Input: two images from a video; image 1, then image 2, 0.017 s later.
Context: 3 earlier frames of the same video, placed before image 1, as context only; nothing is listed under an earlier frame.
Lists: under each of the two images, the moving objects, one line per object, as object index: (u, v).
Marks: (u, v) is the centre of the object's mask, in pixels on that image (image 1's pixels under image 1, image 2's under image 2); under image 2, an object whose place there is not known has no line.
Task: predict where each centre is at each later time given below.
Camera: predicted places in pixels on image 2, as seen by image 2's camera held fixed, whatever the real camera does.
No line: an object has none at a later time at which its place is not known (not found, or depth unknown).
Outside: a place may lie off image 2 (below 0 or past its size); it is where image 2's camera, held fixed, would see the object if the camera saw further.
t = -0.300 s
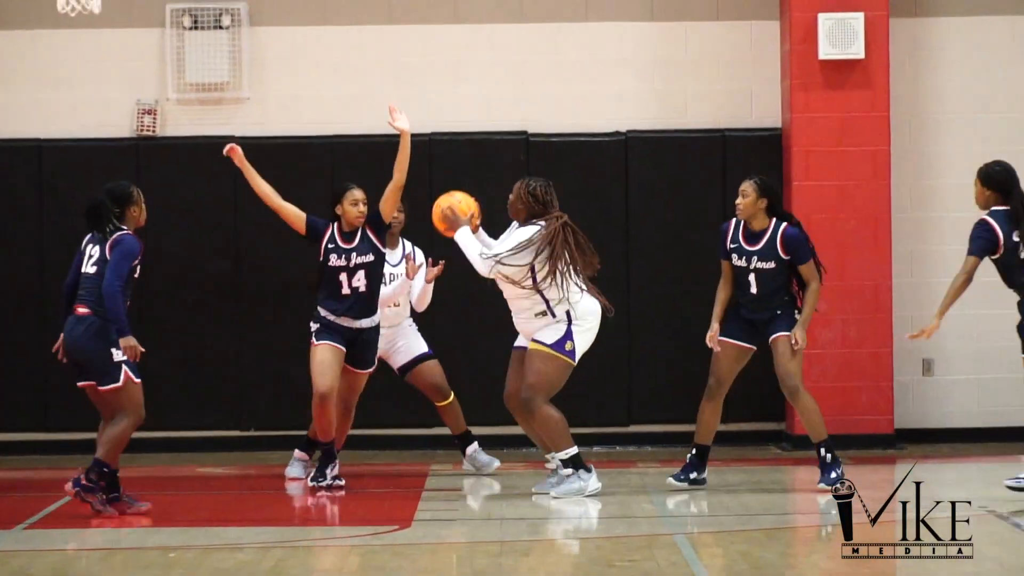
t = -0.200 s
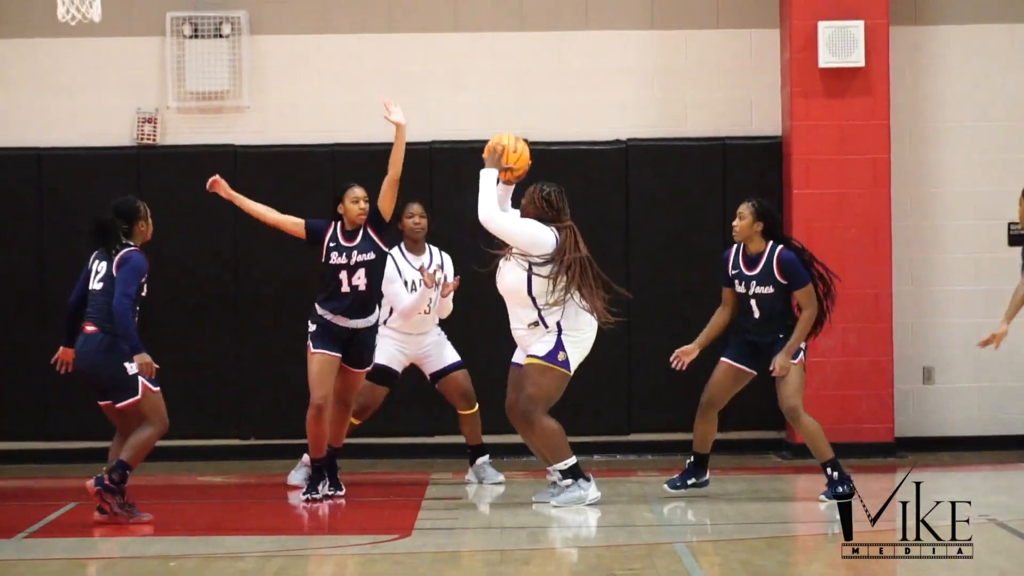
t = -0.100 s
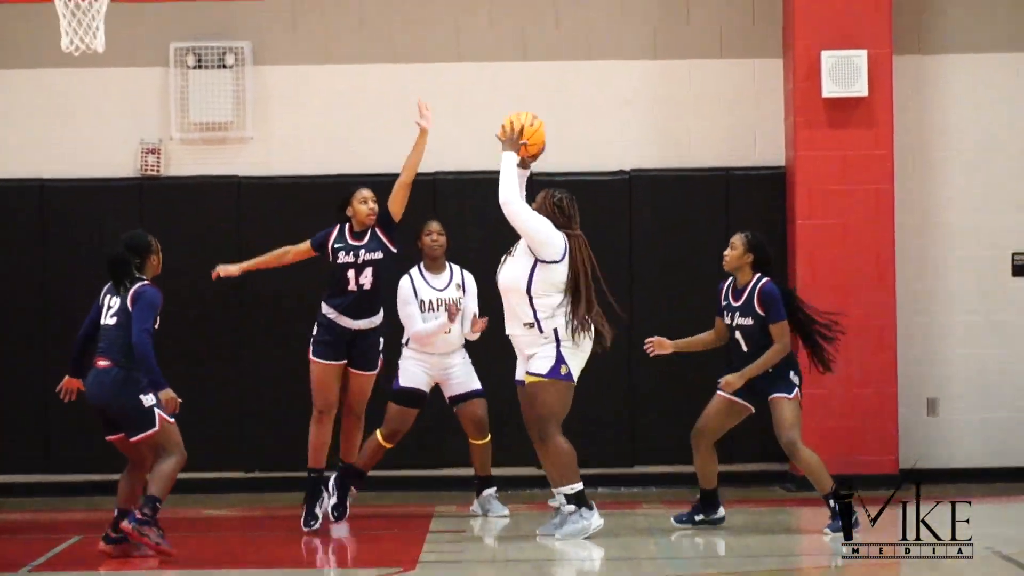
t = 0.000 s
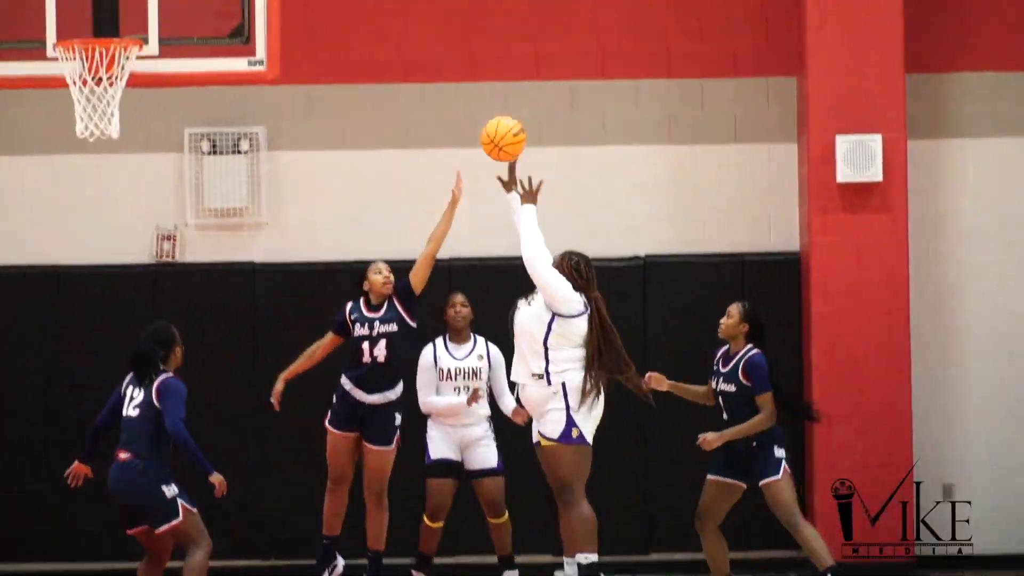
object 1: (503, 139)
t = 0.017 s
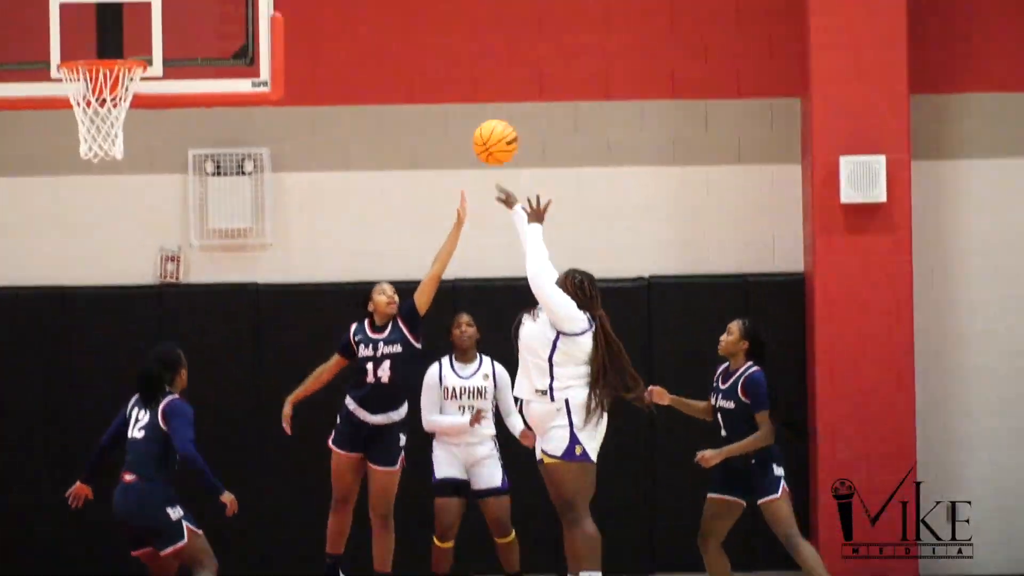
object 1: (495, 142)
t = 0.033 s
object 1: (489, 134)
